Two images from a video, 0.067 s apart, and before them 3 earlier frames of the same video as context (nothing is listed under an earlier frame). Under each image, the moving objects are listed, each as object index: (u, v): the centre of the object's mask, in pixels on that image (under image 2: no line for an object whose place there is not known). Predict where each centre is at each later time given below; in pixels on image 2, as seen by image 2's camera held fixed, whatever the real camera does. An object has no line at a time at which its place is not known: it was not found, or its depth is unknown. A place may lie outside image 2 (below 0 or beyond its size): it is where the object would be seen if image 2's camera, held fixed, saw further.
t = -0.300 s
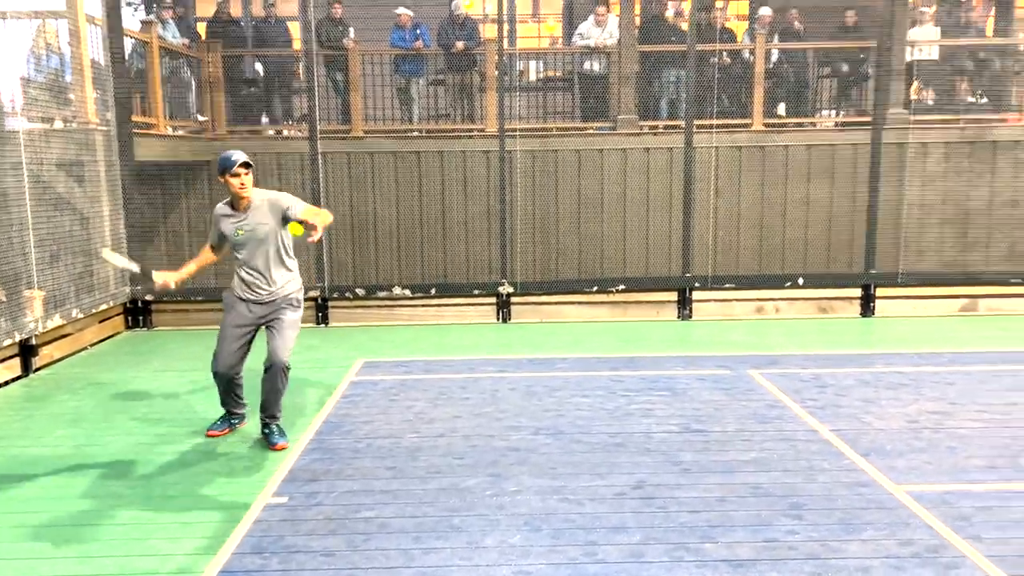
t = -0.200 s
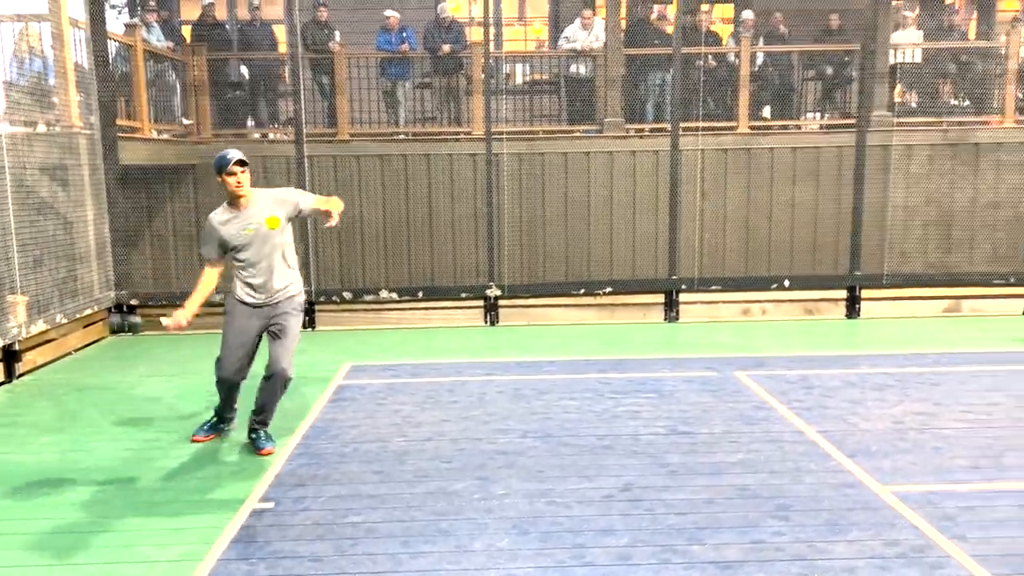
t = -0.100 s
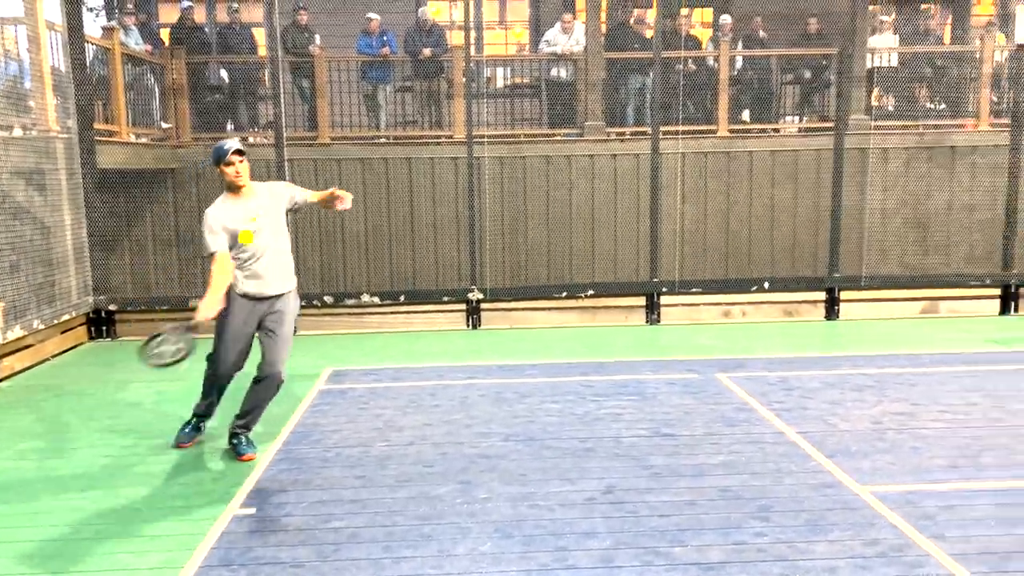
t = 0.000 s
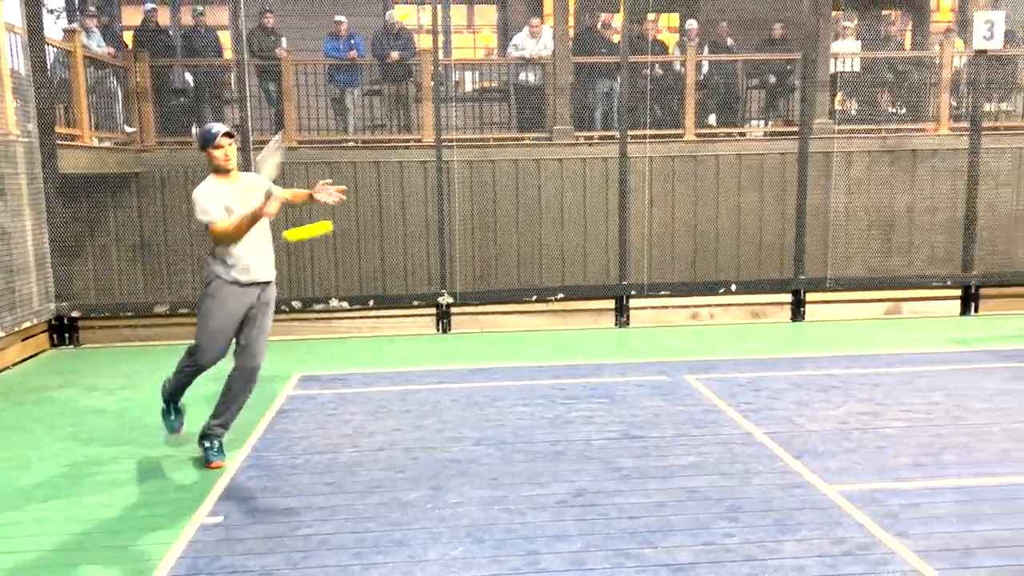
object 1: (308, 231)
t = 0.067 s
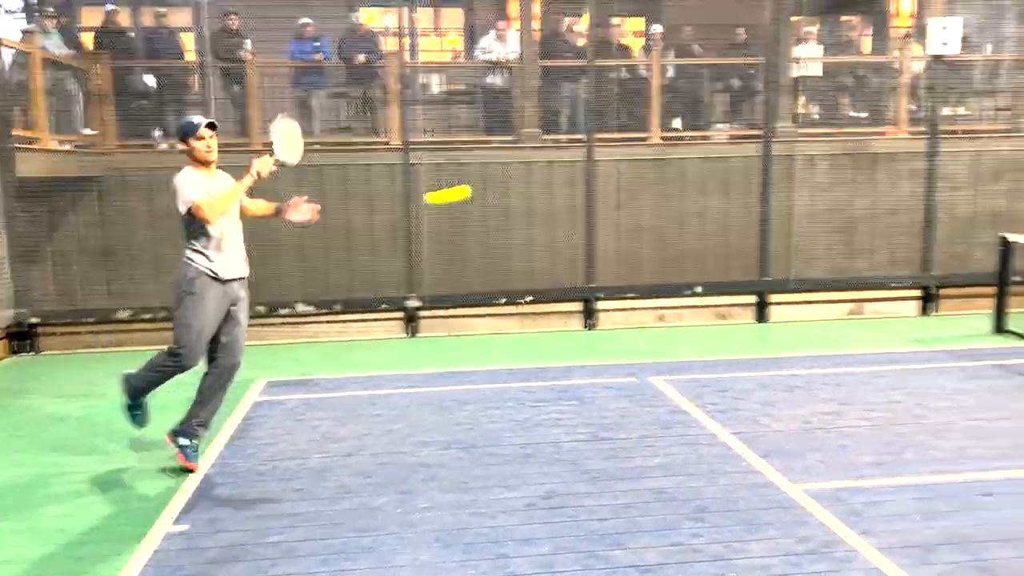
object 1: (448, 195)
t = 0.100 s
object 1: (538, 179)
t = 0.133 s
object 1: (627, 165)
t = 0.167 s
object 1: (719, 154)
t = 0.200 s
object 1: (807, 146)
